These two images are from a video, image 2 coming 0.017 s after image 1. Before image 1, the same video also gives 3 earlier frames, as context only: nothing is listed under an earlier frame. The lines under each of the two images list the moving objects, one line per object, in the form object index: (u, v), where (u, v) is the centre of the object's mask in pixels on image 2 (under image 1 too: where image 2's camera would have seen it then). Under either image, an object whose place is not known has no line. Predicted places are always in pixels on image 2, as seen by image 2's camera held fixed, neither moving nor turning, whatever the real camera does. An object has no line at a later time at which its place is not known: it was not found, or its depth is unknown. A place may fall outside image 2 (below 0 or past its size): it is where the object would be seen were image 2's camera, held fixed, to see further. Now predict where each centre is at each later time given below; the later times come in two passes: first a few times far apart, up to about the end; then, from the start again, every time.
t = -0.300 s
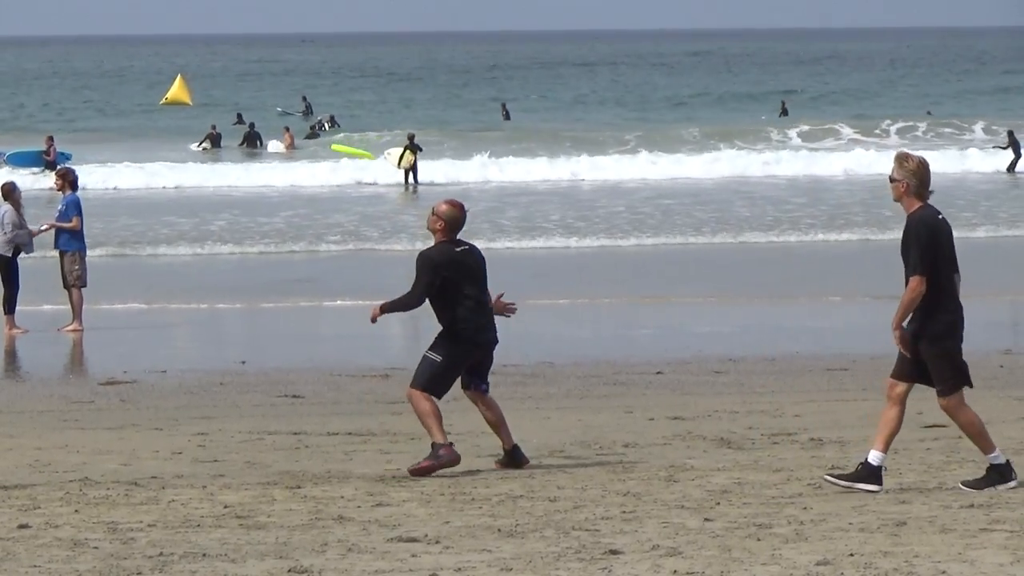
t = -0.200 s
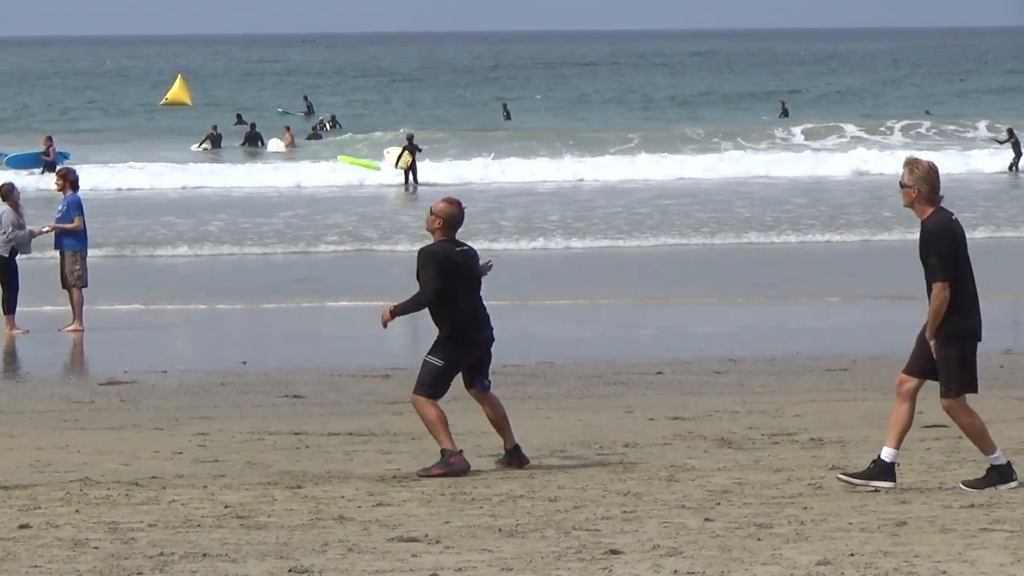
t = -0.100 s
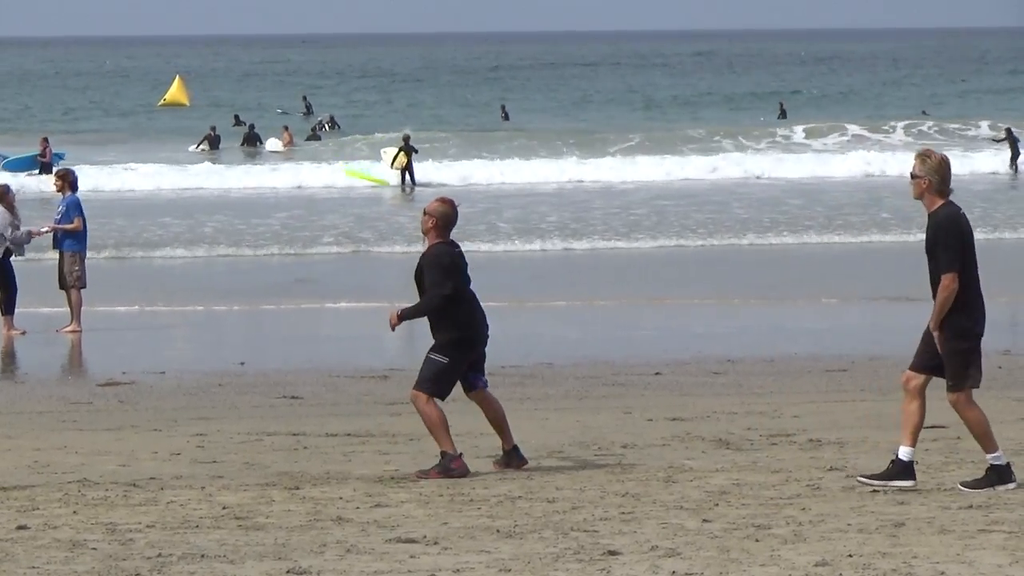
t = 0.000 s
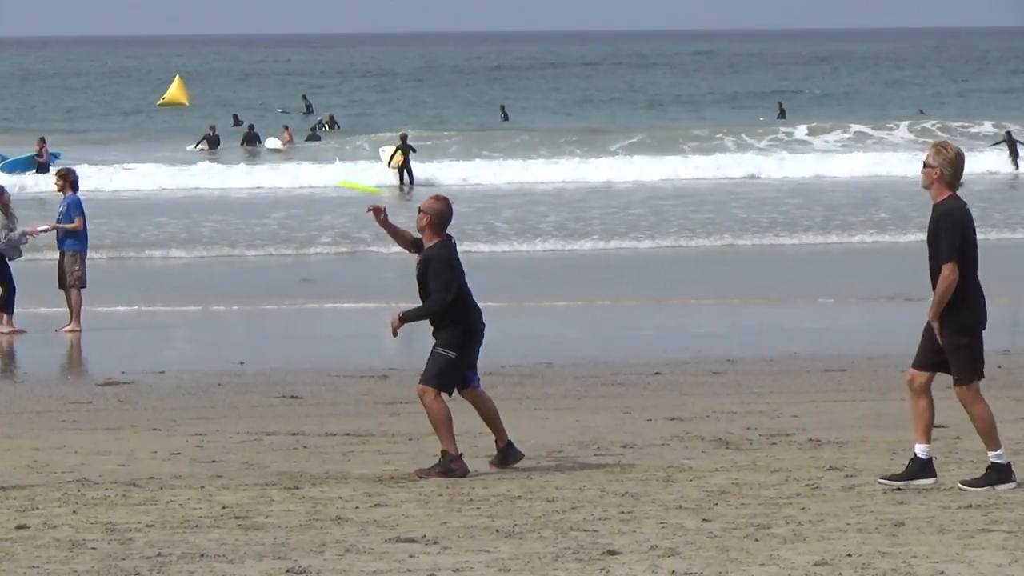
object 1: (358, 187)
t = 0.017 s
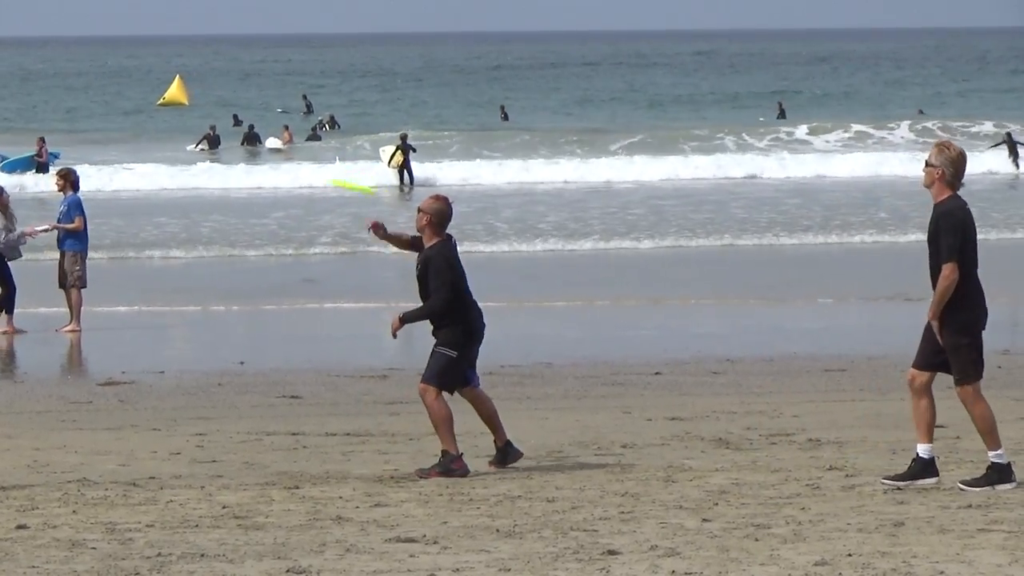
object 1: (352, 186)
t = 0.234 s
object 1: (291, 184)
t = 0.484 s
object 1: (257, 191)
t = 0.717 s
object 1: (258, 202)
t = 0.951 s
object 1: (288, 221)
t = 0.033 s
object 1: (347, 186)
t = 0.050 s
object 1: (341, 186)
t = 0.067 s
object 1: (336, 185)
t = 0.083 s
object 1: (330, 185)
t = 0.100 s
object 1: (325, 184)
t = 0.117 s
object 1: (321, 184)
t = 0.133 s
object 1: (317, 184)
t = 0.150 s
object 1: (310, 184)
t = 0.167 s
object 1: (307, 184)
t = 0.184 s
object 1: (303, 183)
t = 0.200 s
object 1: (300, 184)
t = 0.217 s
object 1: (296, 184)
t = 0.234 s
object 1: (291, 184)
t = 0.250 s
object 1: (288, 184)
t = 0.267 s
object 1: (286, 184)
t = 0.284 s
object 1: (281, 184)
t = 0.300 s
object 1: (279, 184)
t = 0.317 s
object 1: (276, 184)
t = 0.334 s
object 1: (274, 185)
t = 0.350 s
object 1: (271, 184)
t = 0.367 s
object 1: (269, 185)
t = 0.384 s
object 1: (267, 186)
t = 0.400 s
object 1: (265, 186)
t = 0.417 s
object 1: (262, 187)
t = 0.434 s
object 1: (261, 188)
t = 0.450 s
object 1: (259, 189)
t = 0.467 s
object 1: (258, 190)
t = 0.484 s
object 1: (257, 191)
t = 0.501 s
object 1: (256, 192)
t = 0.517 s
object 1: (255, 192)
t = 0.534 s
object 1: (254, 193)
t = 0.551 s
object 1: (253, 194)
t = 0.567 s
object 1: (253, 194)
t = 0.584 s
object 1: (253, 195)
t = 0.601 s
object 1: (253, 196)
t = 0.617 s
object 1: (253, 196)
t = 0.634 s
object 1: (253, 197)
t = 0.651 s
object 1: (254, 198)
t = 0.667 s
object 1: (254, 199)
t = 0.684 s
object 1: (255, 200)
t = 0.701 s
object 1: (256, 200)
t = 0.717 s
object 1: (258, 202)
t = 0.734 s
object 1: (259, 203)
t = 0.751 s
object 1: (260, 203)
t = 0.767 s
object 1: (261, 205)
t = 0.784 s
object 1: (263, 206)
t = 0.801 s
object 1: (265, 207)
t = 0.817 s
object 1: (267, 209)
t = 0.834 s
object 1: (269, 210)
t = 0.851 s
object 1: (272, 212)
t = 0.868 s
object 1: (273, 213)
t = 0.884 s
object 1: (276, 214)
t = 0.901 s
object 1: (279, 216)
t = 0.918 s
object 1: (282, 217)
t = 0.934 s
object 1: (285, 219)
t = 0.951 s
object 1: (288, 221)
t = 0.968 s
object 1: (291, 222)
